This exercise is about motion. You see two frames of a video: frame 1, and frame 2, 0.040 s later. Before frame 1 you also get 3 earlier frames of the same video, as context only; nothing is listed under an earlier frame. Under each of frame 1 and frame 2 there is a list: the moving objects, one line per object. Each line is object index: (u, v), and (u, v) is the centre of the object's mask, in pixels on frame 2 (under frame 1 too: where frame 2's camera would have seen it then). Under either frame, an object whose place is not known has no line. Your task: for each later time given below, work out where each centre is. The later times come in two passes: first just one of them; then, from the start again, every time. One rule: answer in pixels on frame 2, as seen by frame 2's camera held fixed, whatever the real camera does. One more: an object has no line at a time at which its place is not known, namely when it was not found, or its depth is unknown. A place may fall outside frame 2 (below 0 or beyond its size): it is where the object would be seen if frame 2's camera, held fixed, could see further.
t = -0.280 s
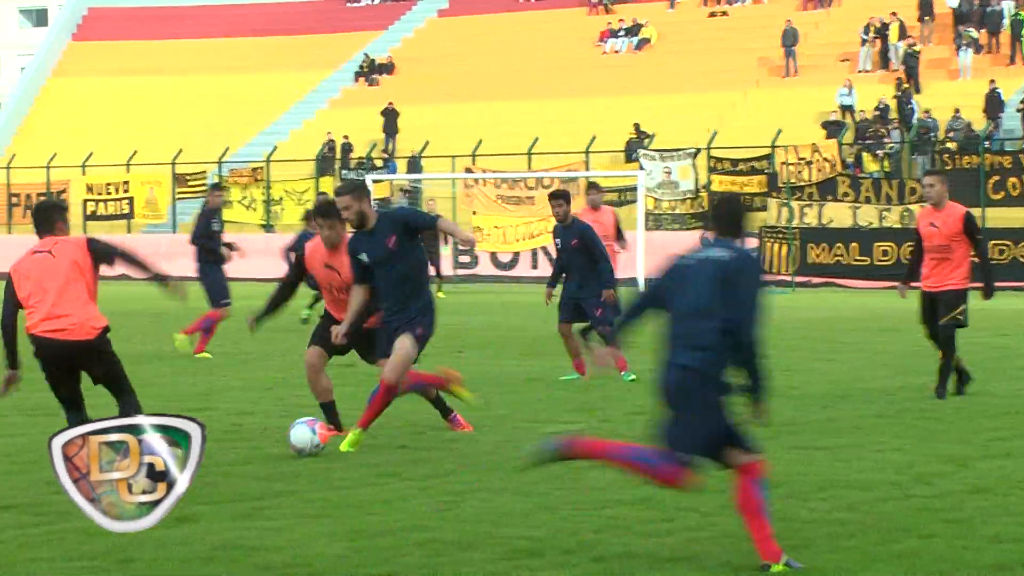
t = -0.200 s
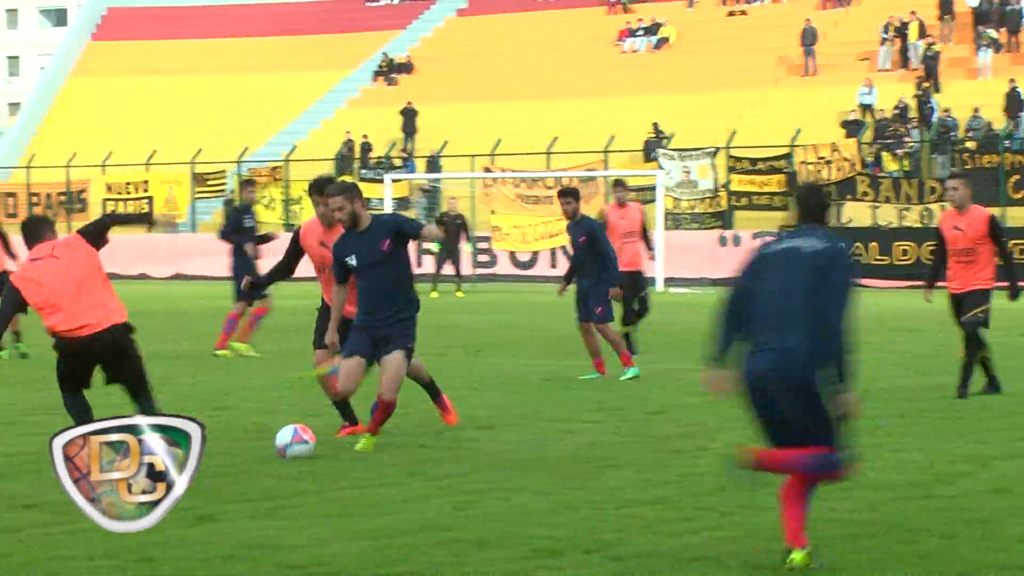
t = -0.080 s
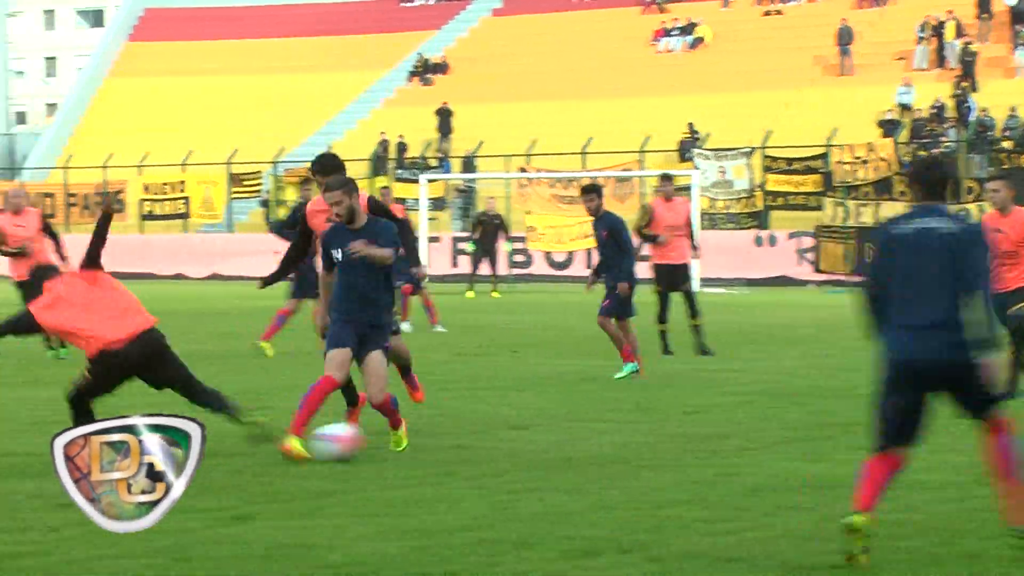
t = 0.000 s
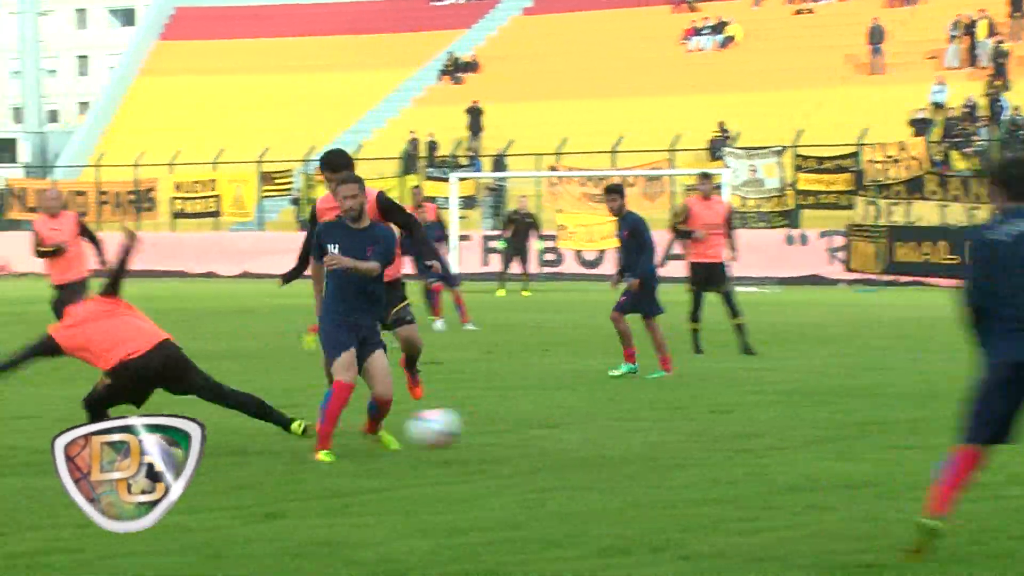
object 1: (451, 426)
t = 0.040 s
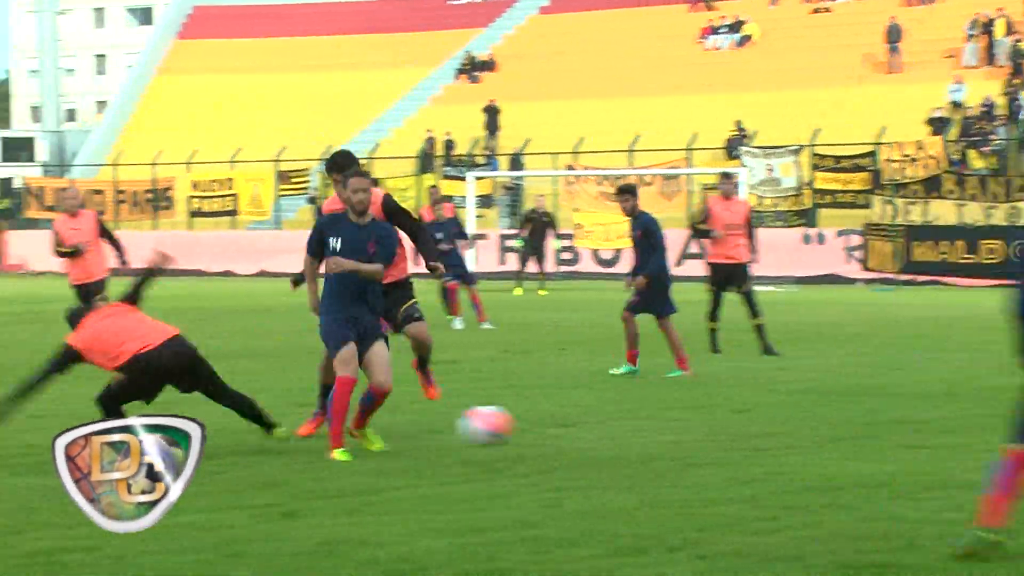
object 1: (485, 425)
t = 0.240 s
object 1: (674, 466)
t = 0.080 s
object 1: (520, 425)
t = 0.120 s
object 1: (556, 431)
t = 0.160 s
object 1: (595, 439)
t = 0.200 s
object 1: (633, 452)
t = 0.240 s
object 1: (674, 466)
